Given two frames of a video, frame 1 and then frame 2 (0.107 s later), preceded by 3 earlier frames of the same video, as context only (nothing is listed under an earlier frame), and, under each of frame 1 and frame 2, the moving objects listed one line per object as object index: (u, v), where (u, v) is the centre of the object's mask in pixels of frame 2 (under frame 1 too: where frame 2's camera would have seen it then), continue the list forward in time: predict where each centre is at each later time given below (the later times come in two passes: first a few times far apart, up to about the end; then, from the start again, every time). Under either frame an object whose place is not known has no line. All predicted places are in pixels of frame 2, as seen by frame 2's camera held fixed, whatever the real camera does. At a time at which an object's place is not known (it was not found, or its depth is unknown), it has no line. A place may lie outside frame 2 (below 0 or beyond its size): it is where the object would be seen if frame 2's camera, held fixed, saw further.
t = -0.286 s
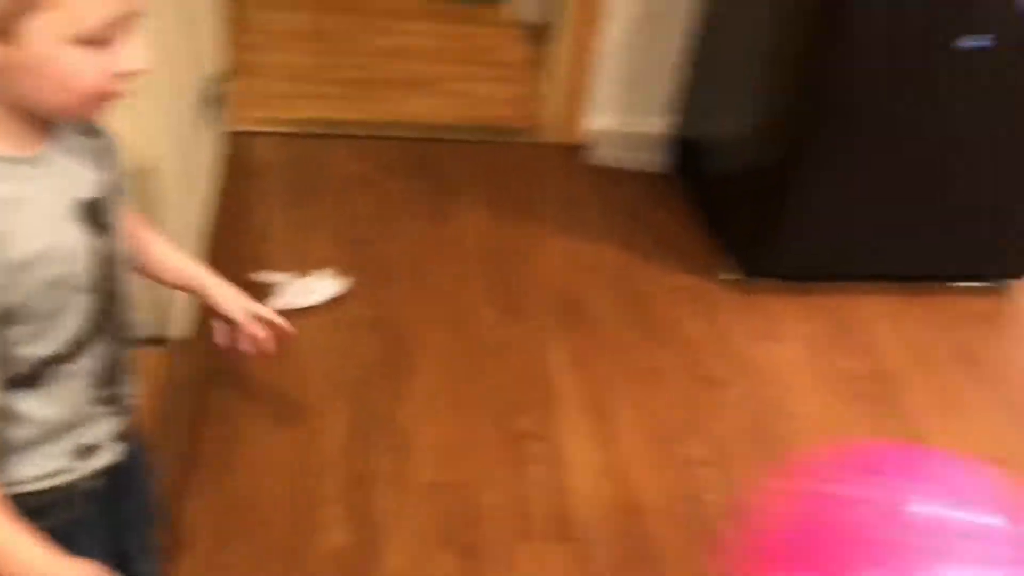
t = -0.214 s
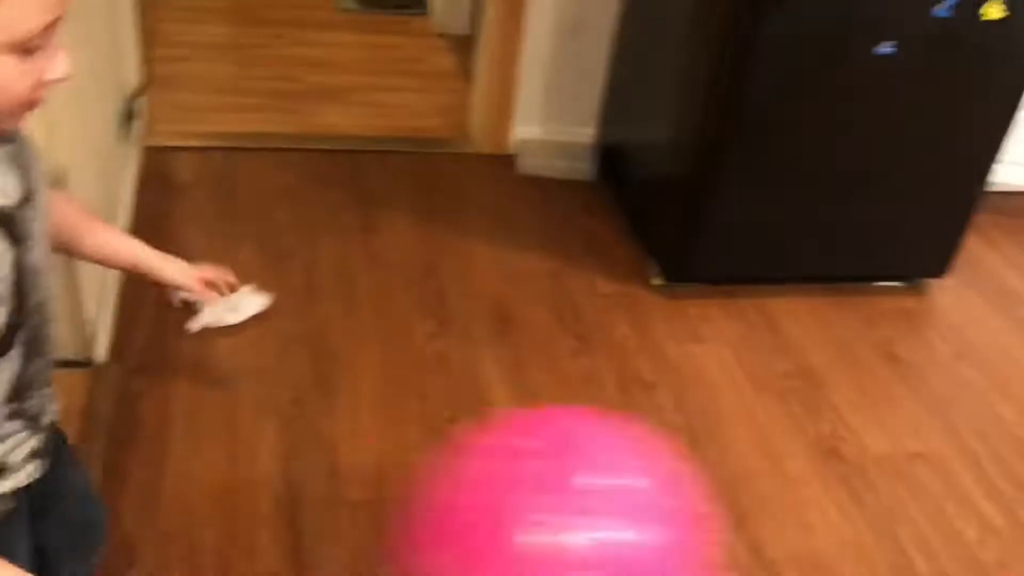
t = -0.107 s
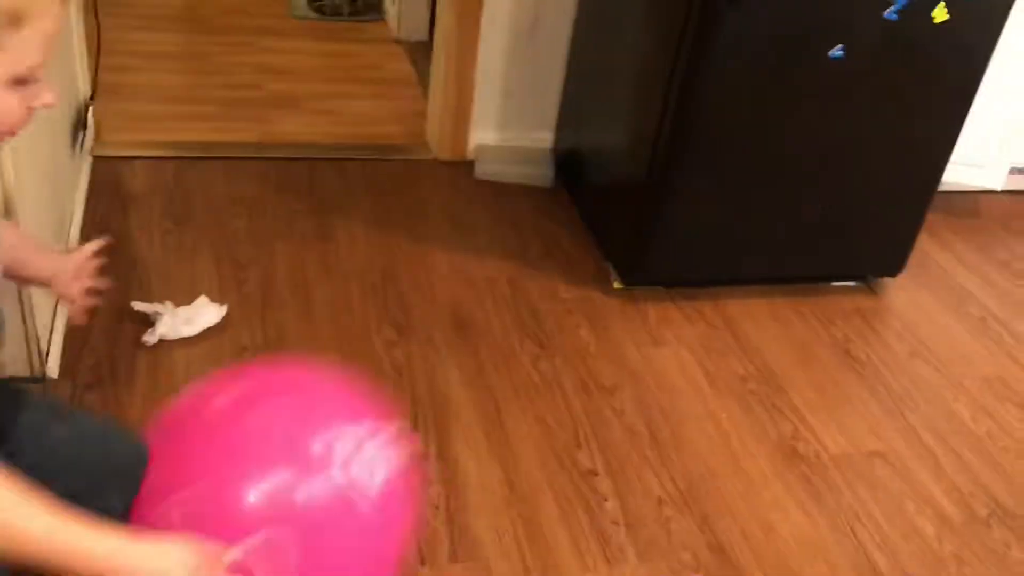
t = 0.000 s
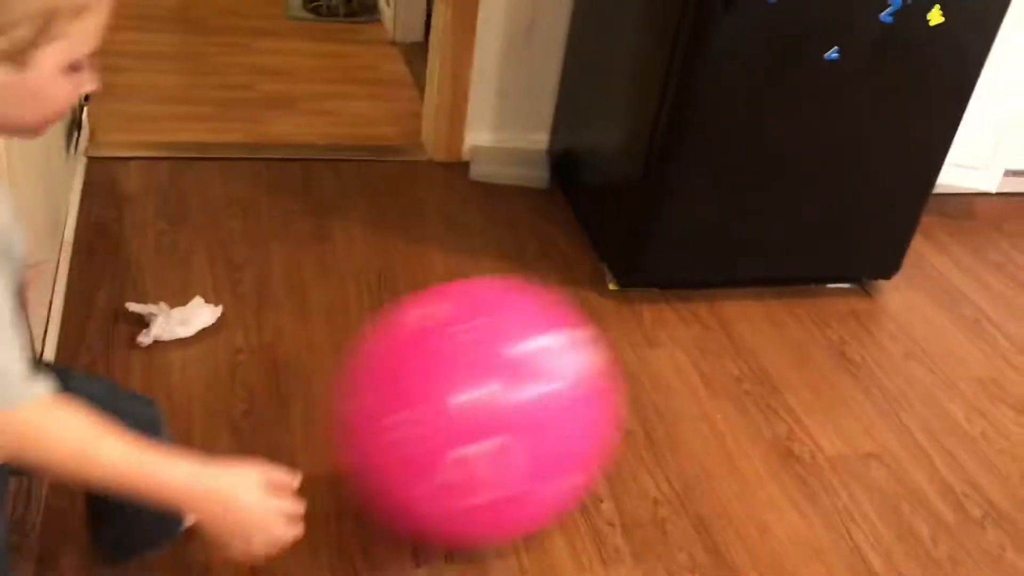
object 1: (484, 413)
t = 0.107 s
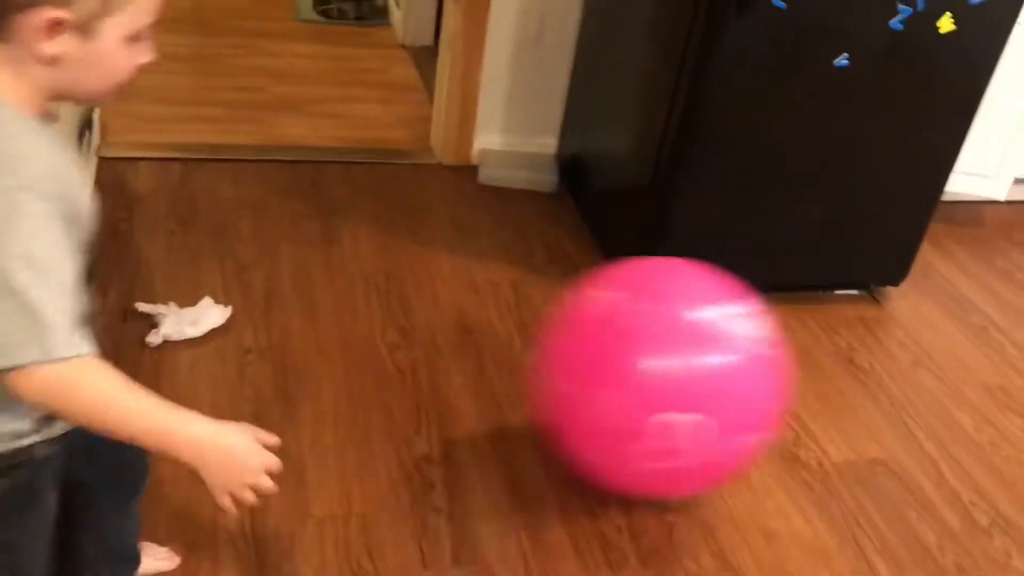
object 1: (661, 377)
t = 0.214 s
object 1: (793, 384)
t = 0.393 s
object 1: (916, 315)
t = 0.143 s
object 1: (710, 375)
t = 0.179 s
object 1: (754, 378)
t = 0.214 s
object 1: (793, 384)
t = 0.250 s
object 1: (830, 378)
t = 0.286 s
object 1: (863, 358)
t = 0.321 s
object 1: (885, 342)
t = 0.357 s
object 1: (907, 321)
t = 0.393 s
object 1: (916, 315)
